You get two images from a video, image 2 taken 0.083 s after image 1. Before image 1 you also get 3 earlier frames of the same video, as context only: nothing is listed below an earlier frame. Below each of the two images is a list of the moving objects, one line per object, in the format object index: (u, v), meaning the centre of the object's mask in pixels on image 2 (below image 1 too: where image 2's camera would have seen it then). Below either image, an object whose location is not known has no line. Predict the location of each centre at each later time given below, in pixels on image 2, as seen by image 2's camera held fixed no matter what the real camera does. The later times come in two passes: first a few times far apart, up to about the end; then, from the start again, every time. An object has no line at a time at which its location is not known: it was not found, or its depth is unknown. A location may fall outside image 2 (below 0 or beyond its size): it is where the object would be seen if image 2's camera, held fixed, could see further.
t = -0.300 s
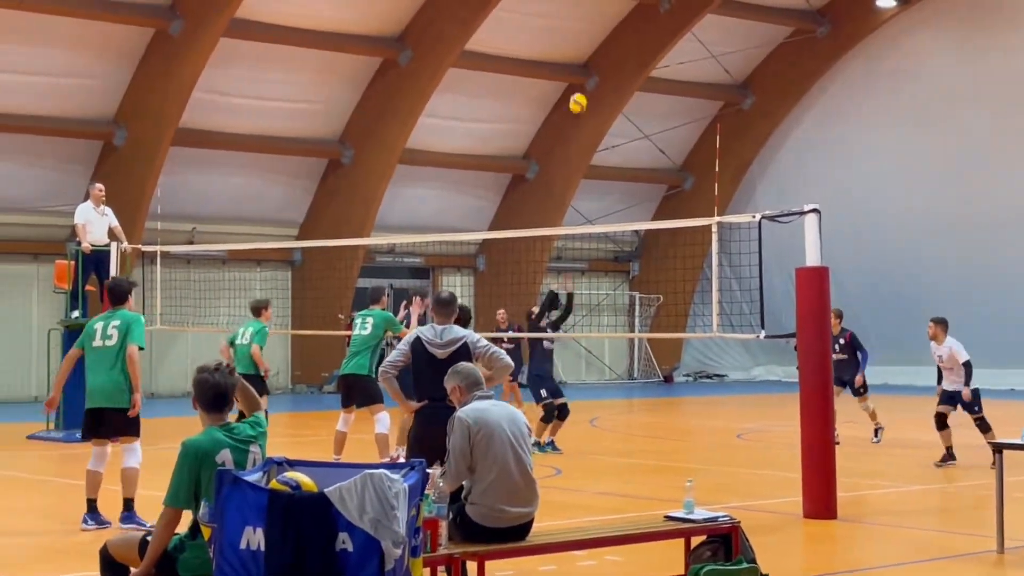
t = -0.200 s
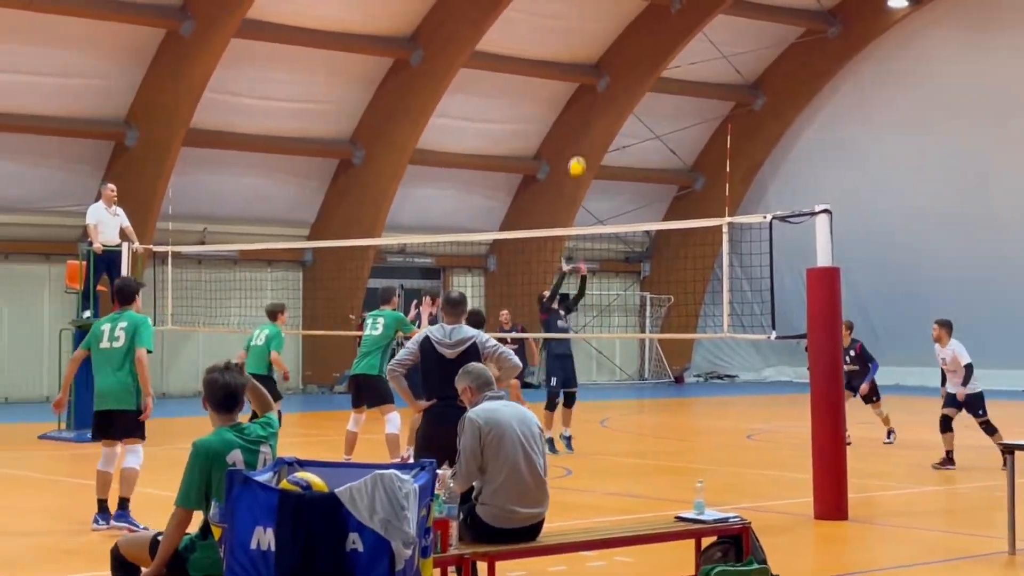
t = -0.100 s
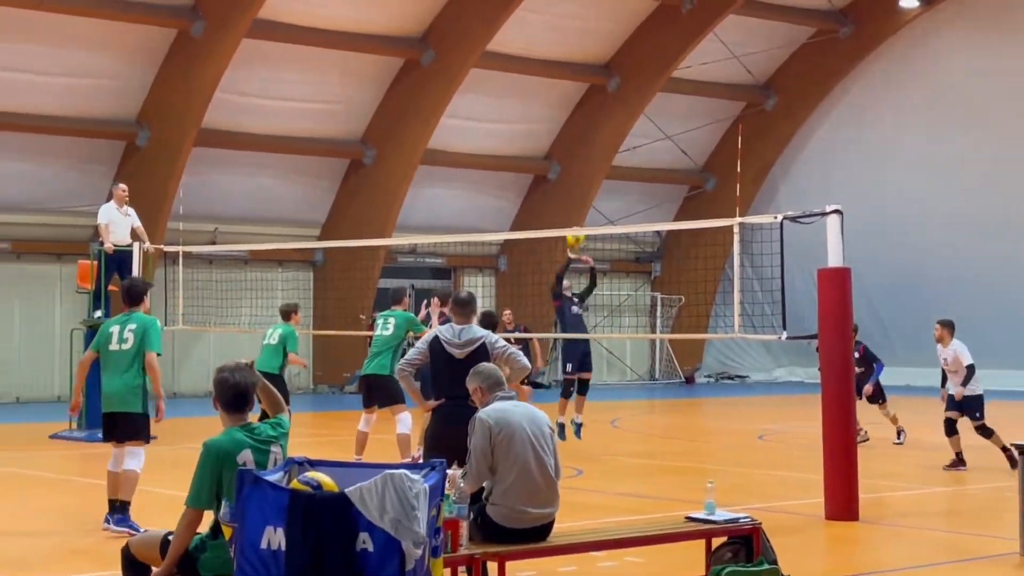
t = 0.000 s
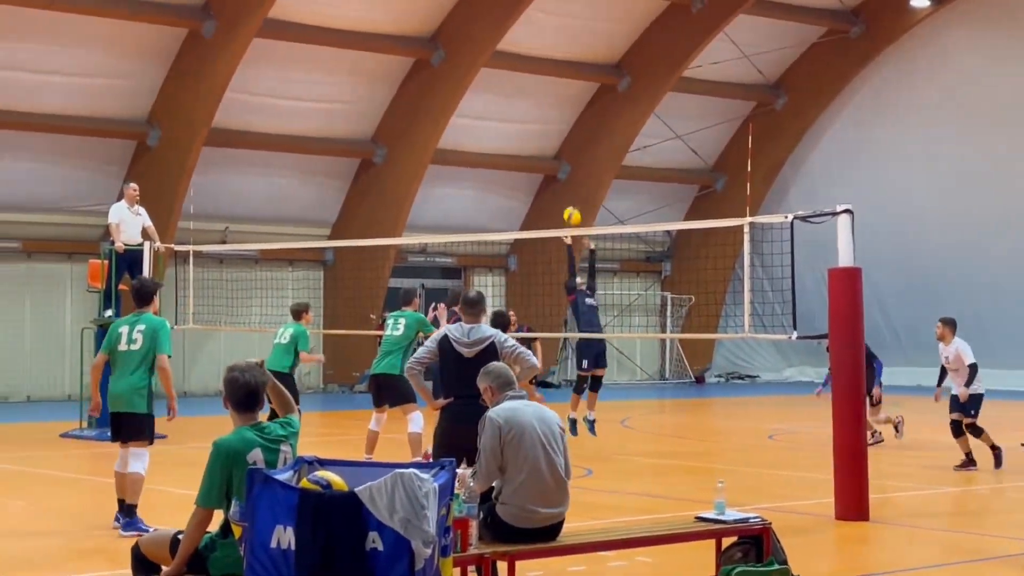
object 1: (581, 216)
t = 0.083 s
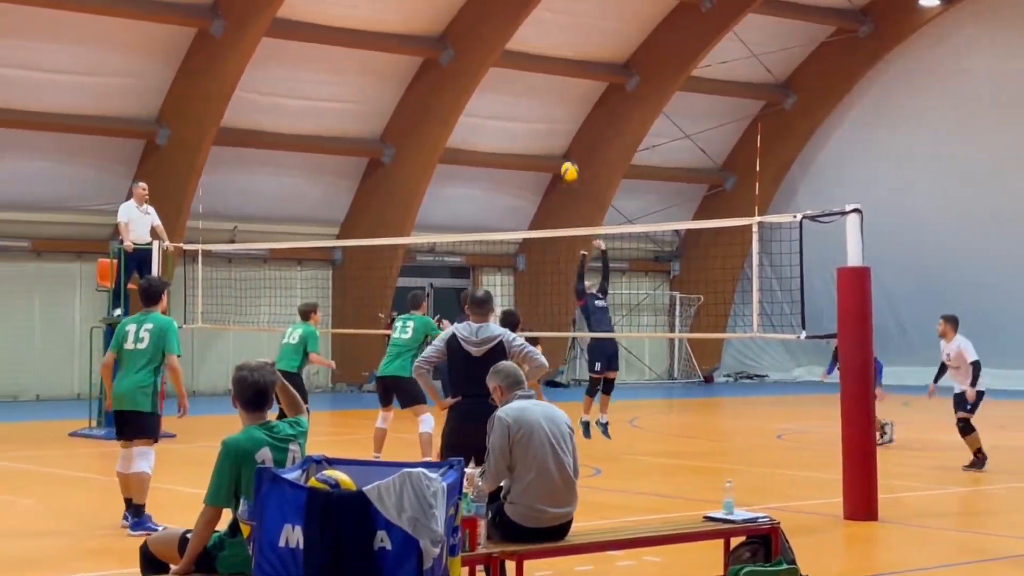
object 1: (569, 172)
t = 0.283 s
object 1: (546, 94)
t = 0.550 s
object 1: (520, 45)
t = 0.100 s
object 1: (568, 164)
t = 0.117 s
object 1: (565, 156)
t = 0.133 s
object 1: (563, 149)
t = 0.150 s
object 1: (562, 142)
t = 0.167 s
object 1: (559, 134)
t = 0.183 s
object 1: (557, 128)
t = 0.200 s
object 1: (555, 121)
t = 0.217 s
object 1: (553, 115)
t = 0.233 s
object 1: (551, 110)
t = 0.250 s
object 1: (549, 105)
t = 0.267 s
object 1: (547, 99)
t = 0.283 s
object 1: (546, 94)
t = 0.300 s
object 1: (544, 89)
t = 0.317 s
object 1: (542, 85)
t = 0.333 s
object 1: (540, 80)
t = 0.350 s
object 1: (538, 76)
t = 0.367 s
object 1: (536, 72)
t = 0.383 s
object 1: (534, 69)
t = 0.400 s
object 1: (533, 65)
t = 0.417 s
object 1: (531, 62)
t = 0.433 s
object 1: (530, 59)
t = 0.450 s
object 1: (528, 57)
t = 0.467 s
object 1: (526, 54)
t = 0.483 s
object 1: (525, 52)
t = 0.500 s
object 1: (523, 50)
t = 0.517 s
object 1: (523, 48)
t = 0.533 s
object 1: (520, 46)
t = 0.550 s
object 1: (520, 45)
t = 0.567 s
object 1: (520, 44)
